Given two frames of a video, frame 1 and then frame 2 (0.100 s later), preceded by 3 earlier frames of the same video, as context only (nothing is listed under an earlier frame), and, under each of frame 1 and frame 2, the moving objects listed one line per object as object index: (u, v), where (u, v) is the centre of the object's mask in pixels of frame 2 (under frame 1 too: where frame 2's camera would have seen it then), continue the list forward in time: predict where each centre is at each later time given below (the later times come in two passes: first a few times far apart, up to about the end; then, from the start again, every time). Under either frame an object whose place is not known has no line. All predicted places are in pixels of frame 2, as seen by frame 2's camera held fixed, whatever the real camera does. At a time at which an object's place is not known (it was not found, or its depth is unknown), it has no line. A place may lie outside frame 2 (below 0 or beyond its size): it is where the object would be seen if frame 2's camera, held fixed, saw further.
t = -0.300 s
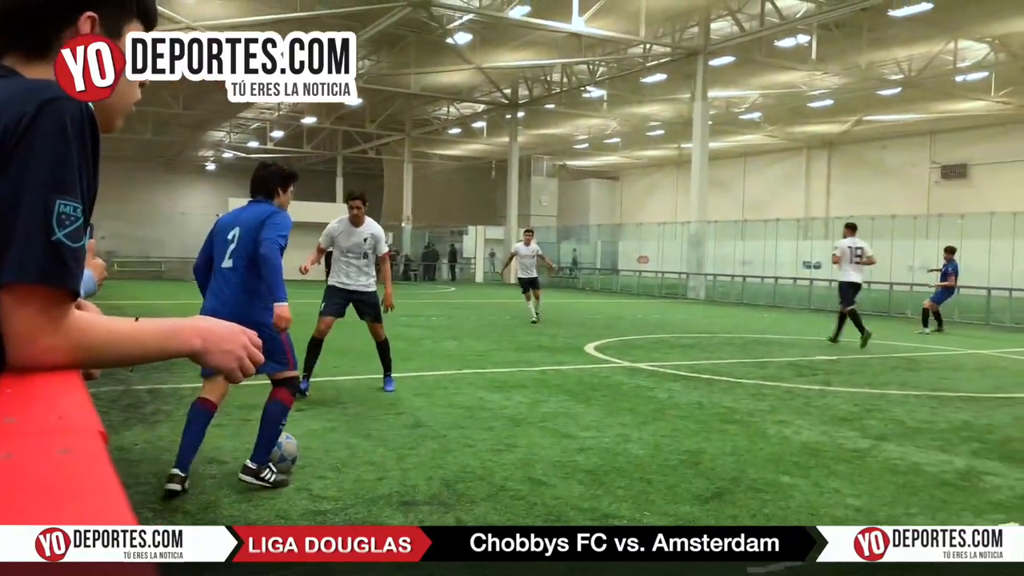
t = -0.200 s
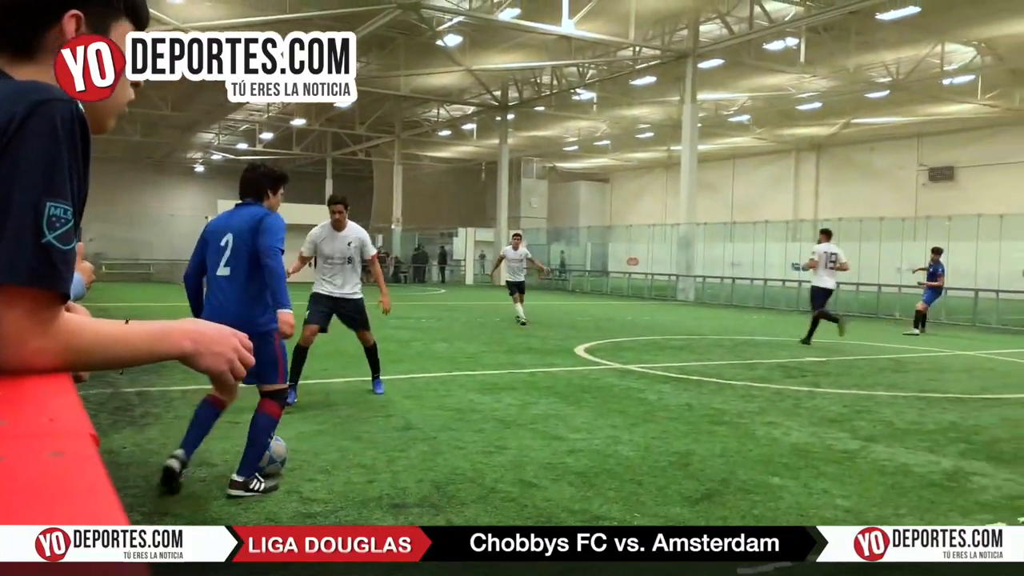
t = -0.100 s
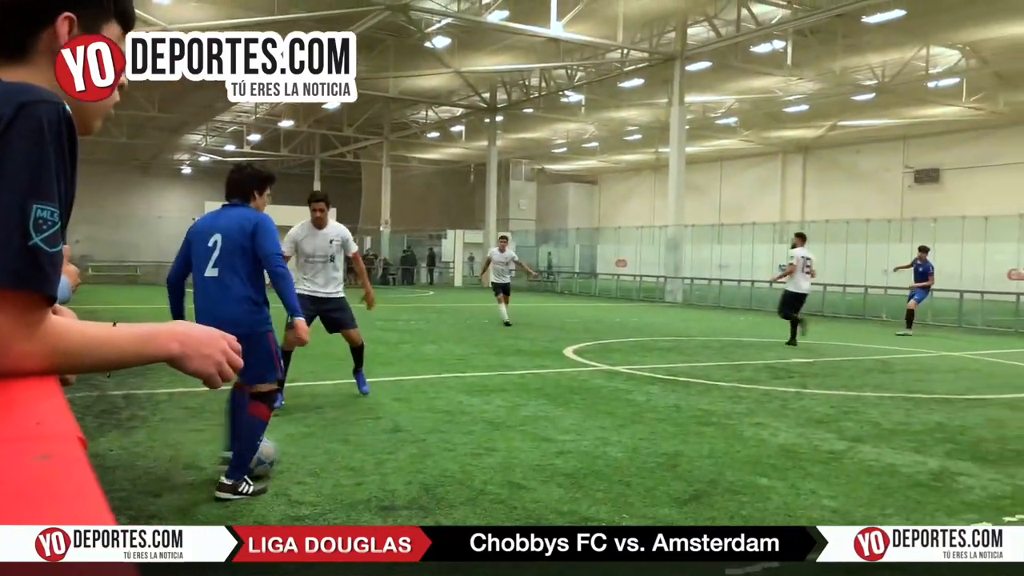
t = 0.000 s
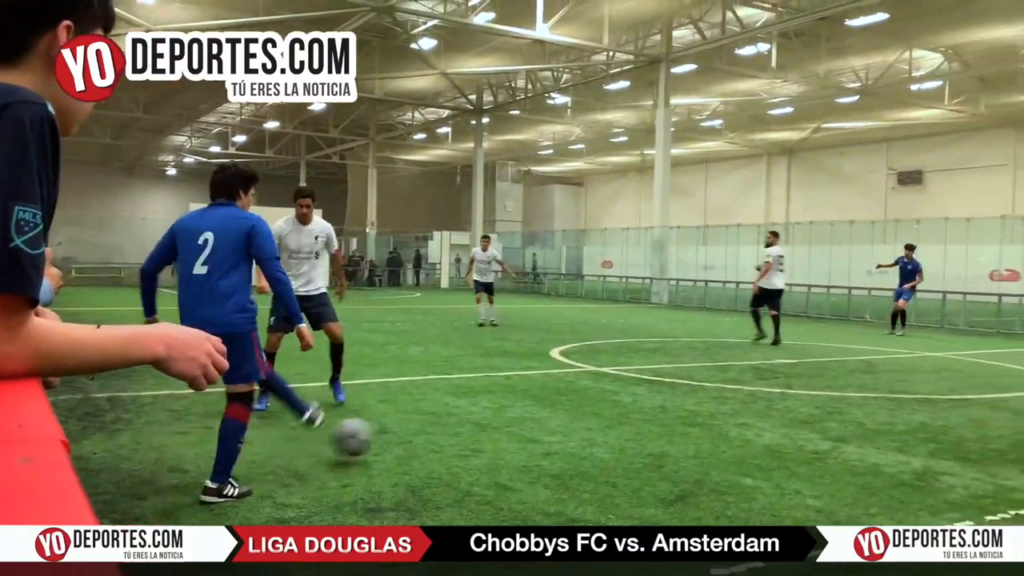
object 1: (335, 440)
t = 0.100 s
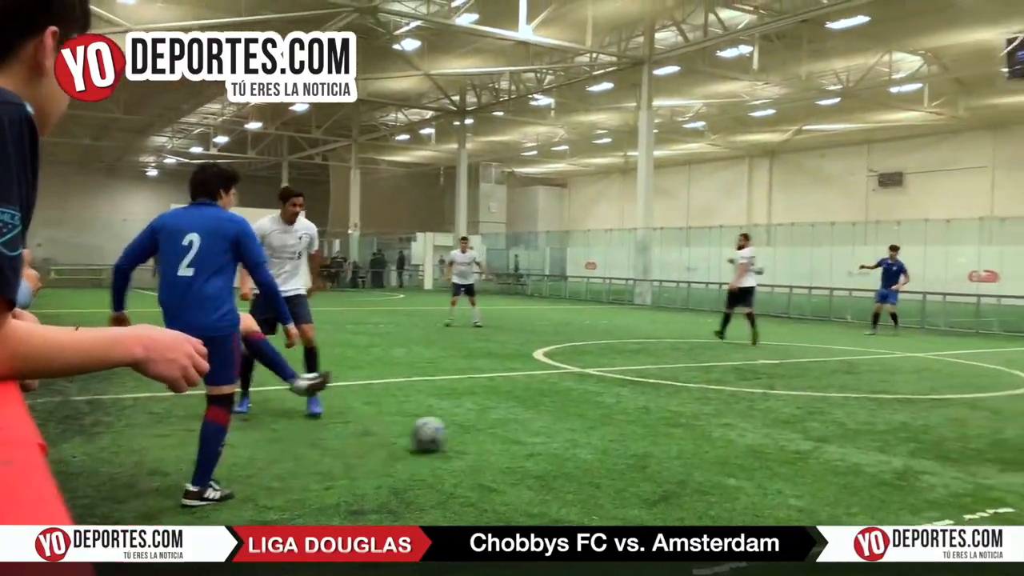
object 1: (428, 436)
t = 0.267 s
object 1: (533, 421)
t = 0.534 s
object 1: (635, 404)
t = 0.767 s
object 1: (697, 398)
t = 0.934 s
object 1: (736, 394)
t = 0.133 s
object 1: (452, 428)
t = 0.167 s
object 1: (473, 423)
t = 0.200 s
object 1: (494, 421)
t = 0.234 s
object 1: (514, 420)
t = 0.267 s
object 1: (533, 421)
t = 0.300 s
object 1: (547, 416)
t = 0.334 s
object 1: (560, 411)
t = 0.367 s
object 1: (573, 408)
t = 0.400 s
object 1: (592, 408)
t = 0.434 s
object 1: (605, 410)
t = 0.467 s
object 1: (614, 409)
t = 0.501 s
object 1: (625, 405)
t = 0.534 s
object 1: (635, 404)
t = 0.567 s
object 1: (645, 405)
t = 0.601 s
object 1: (654, 405)
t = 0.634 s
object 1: (663, 402)
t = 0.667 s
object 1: (671, 401)
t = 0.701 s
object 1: (679, 400)
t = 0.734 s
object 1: (689, 400)
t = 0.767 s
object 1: (697, 398)
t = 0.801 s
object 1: (705, 396)
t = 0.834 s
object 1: (713, 396)
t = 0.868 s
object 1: (720, 397)
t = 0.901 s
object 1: (728, 395)
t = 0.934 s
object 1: (736, 394)
